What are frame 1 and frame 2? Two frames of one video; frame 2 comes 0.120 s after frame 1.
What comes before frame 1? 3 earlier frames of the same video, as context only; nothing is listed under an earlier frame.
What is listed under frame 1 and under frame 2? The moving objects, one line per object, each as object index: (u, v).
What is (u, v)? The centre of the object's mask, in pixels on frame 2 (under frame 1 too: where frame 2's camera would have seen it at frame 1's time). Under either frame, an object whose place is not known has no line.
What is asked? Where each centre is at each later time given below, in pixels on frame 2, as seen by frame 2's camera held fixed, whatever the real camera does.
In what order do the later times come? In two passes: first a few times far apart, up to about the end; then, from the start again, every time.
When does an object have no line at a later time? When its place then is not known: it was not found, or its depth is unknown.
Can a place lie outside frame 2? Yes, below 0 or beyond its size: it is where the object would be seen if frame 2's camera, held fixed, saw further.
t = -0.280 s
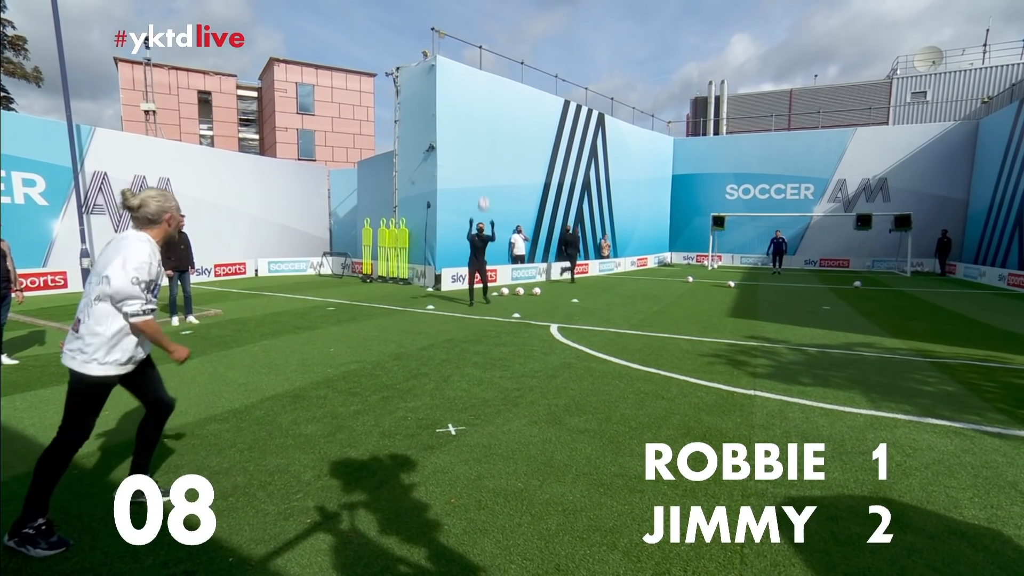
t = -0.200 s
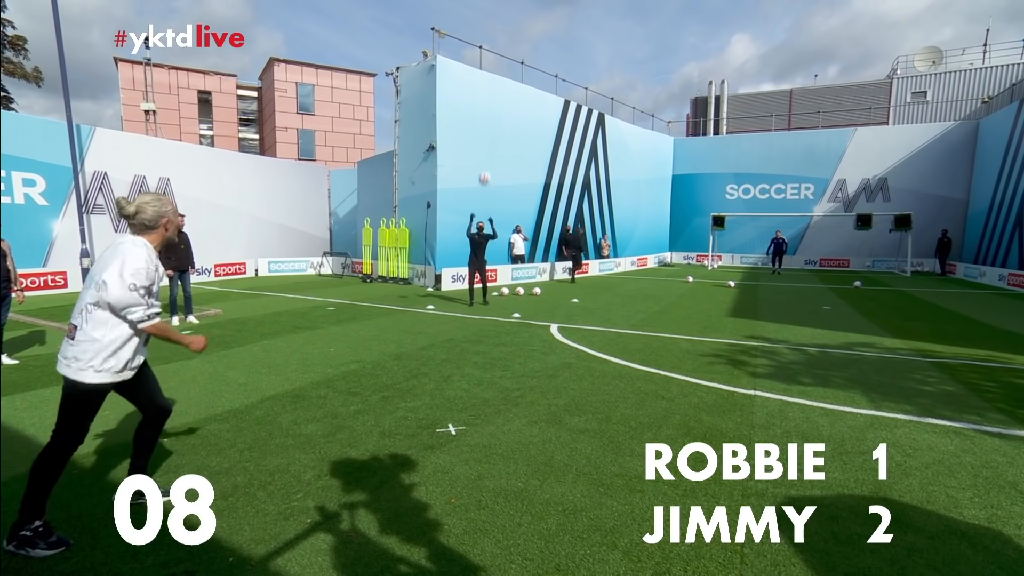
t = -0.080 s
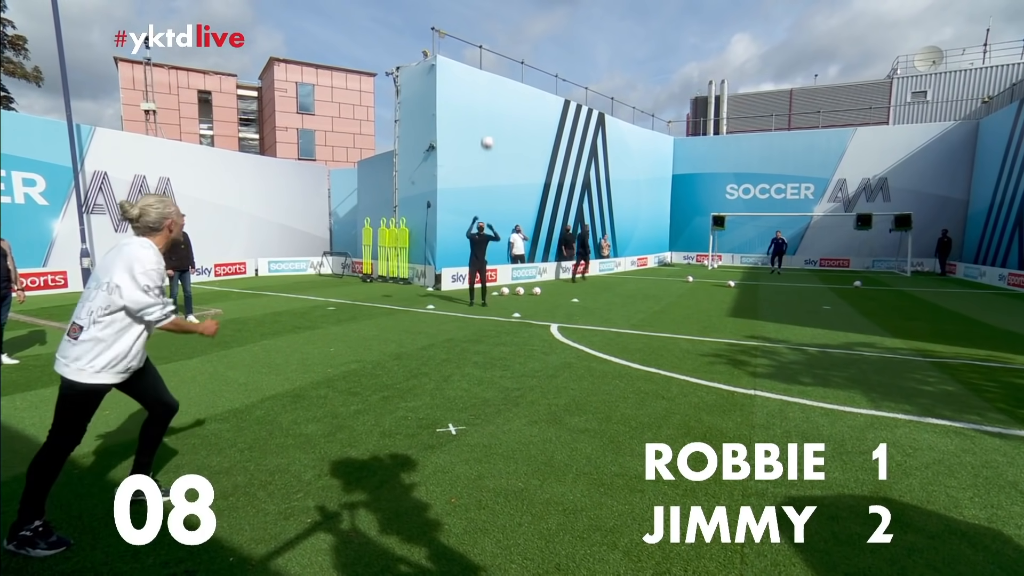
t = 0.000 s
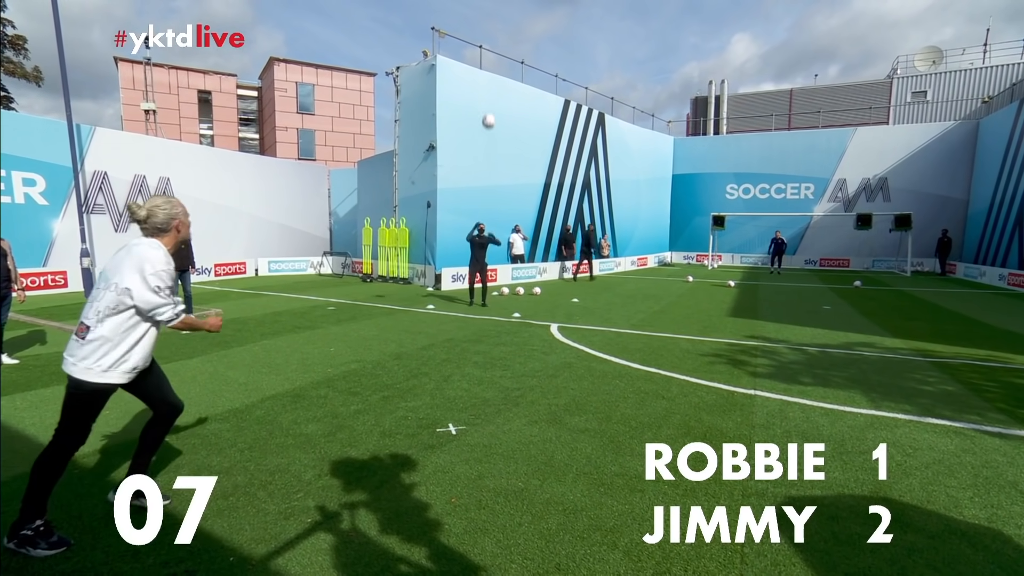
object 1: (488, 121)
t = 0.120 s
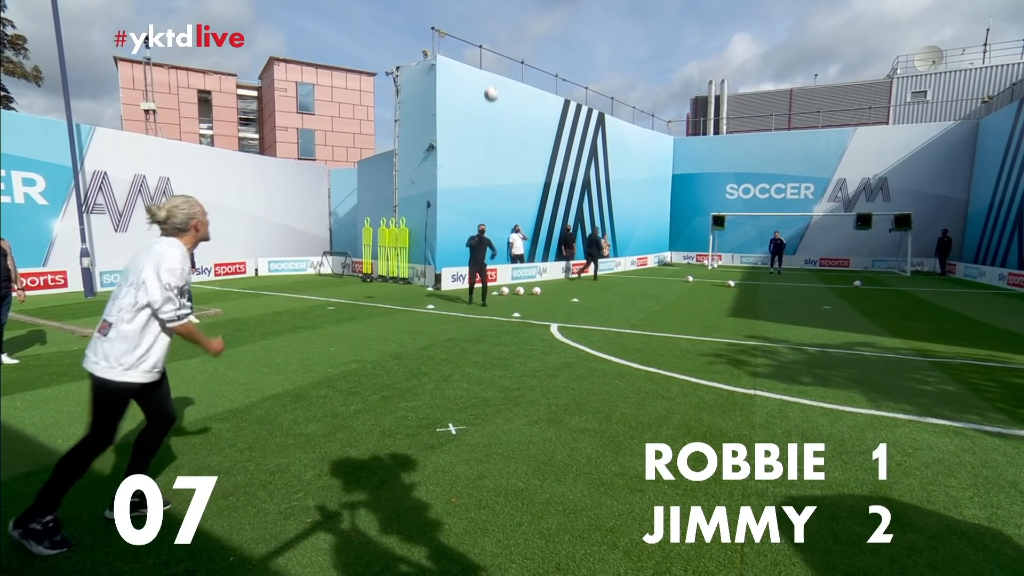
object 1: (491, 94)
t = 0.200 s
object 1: (493, 79)
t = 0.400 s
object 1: (498, 57)
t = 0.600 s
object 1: (504, 64)
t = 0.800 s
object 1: (509, 113)
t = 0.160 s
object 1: (492, 86)
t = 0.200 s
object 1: (493, 79)
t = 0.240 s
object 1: (494, 73)
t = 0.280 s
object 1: (495, 67)
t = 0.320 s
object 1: (496, 63)
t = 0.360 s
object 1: (497, 59)
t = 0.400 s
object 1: (498, 57)
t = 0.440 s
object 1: (499, 55)
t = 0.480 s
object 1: (501, 56)
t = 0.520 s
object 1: (502, 57)
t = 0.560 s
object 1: (503, 60)
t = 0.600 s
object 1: (504, 64)
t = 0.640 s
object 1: (505, 69)
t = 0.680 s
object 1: (506, 77)
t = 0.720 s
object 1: (507, 87)
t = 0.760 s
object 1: (508, 99)
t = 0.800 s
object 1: (509, 113)
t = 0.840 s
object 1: (511, 130)
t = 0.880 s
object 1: (512, 150)
